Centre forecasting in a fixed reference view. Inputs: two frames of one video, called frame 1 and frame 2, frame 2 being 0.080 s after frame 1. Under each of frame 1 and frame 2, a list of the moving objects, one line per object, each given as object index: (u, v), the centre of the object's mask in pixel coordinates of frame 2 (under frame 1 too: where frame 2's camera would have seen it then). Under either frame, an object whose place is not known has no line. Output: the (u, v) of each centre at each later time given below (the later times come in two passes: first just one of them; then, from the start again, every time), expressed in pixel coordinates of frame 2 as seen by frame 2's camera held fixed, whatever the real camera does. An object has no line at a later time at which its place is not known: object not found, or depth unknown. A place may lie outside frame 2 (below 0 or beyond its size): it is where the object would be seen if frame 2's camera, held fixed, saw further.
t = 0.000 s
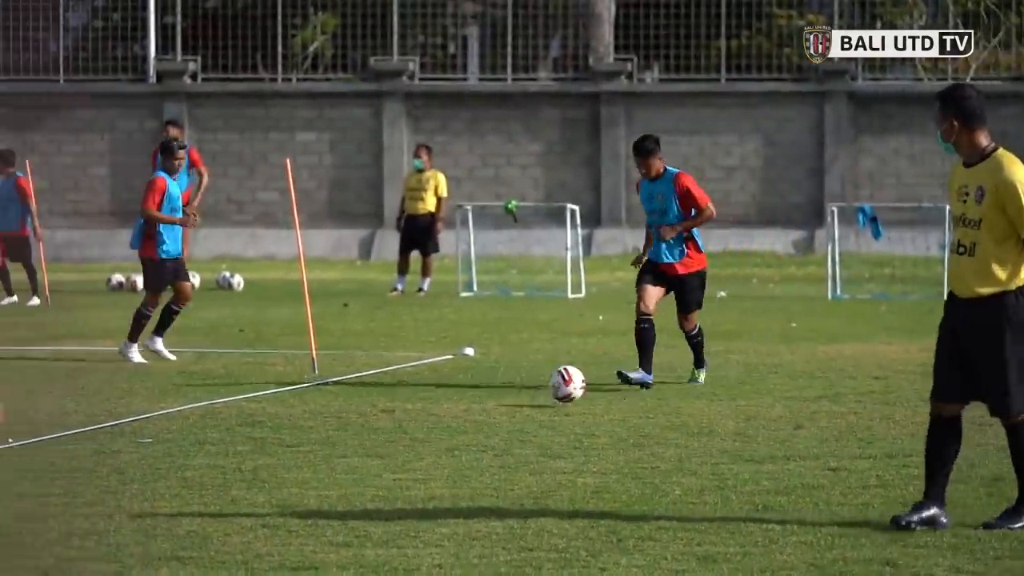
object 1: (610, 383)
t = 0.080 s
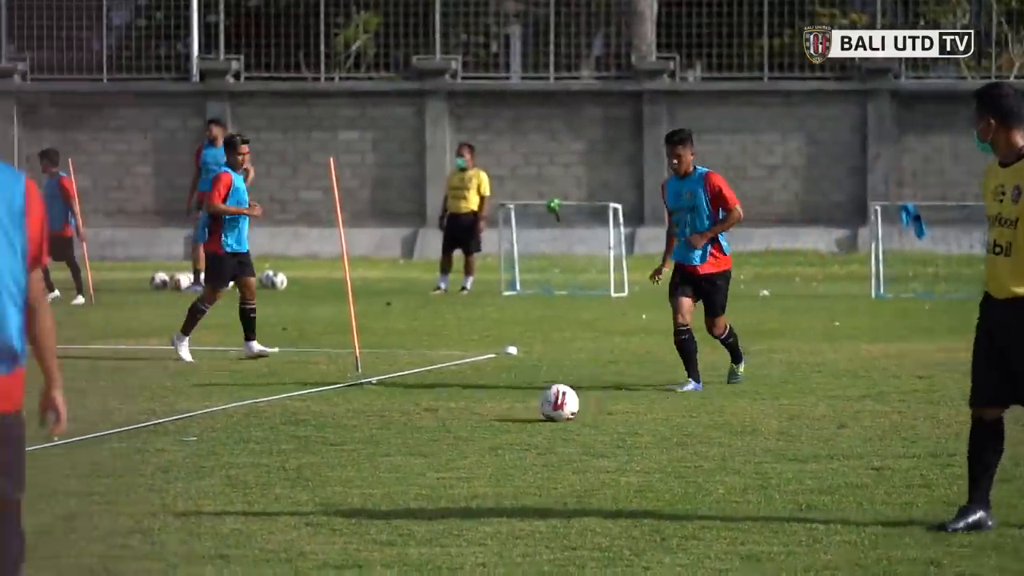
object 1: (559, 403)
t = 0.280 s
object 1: (427, 438)
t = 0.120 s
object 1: (533, 411)
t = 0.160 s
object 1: (508, 413)
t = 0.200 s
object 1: (482, 417)
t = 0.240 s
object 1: (455, 425)
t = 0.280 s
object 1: (427, 438)
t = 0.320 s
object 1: (398, 449)
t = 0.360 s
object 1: (369, 455)
